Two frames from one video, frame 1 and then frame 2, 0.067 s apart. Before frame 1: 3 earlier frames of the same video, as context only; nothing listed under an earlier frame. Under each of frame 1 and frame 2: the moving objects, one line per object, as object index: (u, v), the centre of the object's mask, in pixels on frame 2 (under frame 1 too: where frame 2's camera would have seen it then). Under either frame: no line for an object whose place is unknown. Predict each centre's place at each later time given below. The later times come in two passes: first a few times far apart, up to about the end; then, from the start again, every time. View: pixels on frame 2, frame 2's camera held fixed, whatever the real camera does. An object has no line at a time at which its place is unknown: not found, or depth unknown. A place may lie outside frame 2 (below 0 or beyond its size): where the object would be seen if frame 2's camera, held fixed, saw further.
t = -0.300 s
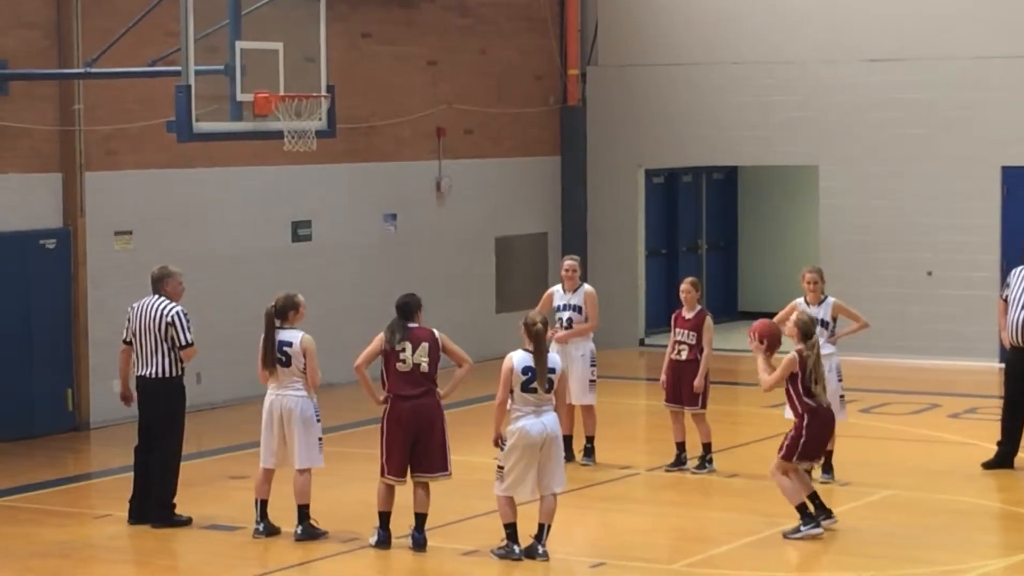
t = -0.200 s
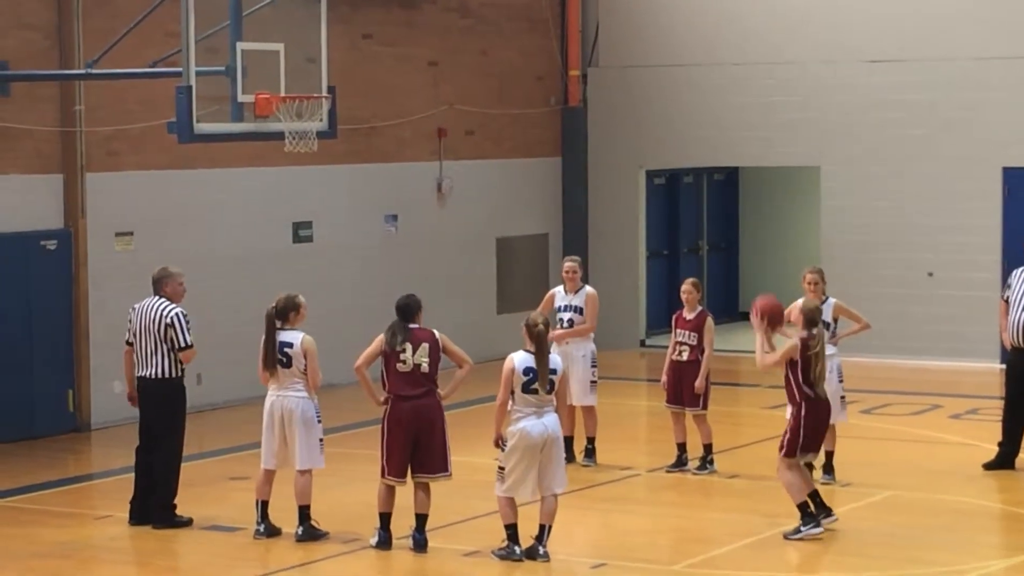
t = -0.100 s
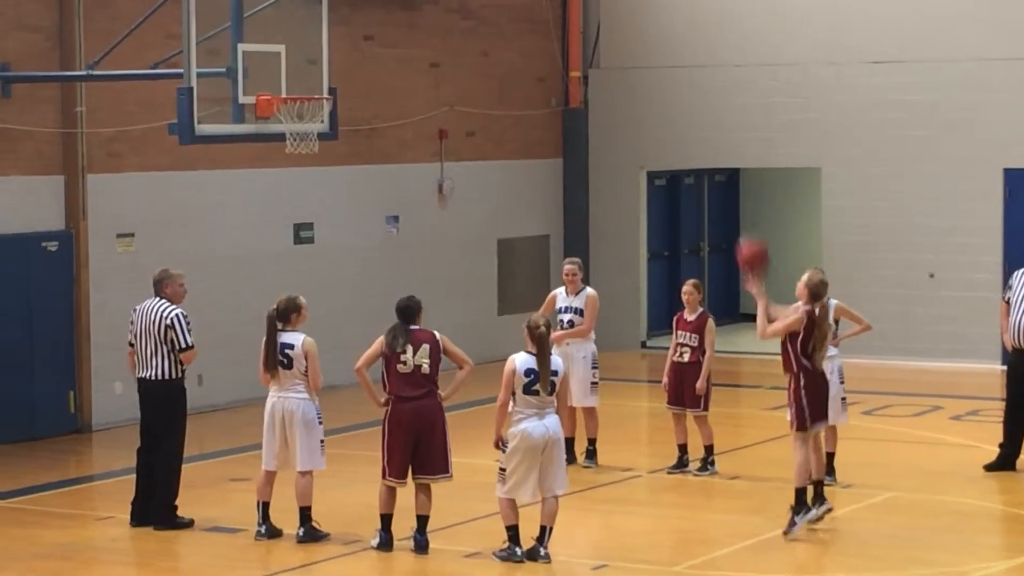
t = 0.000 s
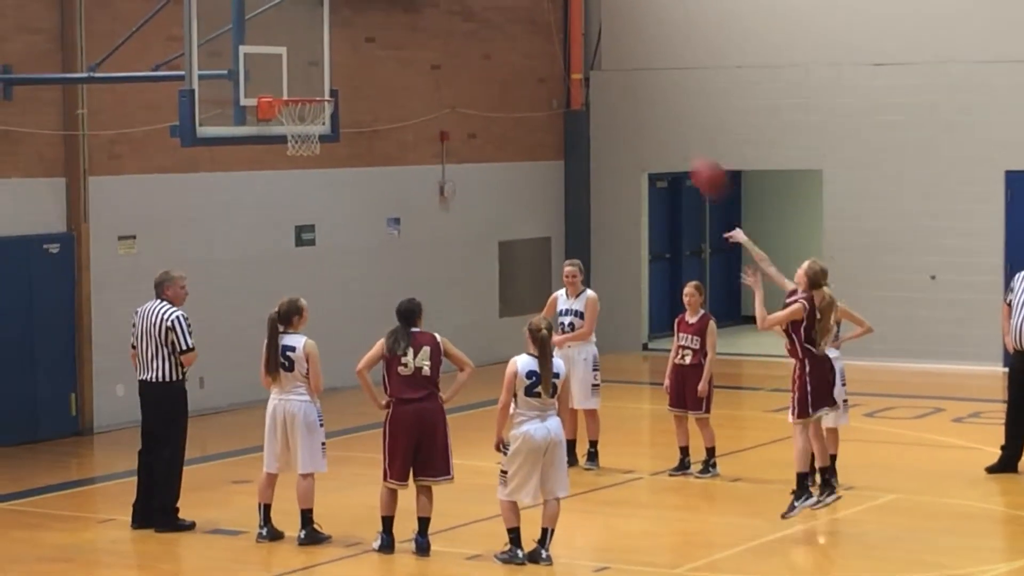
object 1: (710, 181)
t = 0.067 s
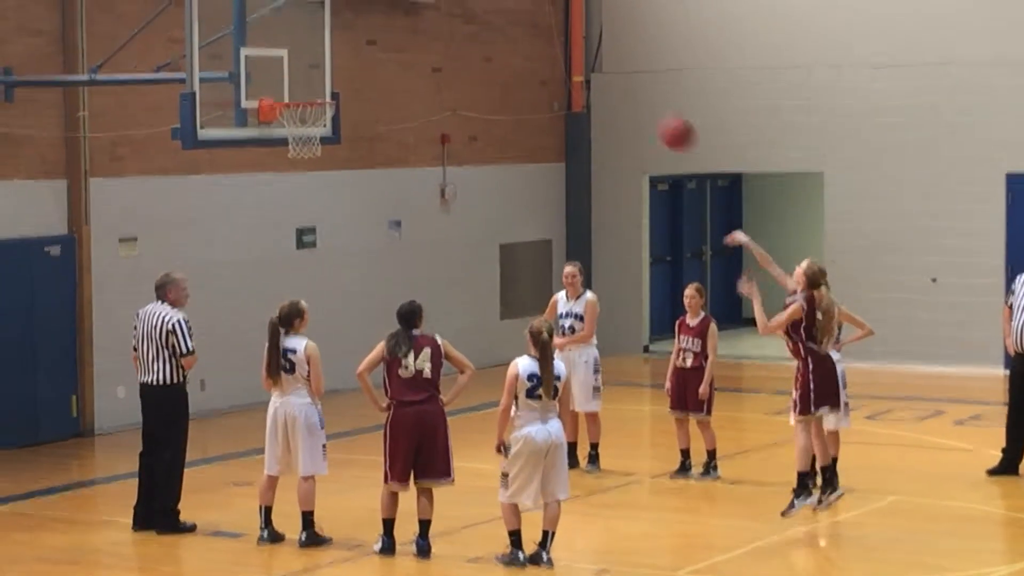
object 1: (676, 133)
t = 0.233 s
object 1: (598, 47)
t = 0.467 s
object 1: (495, -3)
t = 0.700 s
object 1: (399, 17)
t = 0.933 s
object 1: (320, 86)
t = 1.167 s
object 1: (294, 77)
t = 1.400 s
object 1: (296, 83)
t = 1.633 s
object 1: (286, 88)
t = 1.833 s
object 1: (279, 144)
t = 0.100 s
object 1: (661, 113)
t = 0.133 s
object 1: (645, 93)
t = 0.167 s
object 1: (629, 77)
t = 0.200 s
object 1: (613, 61)
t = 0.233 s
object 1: (598, 47)
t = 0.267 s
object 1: (582, 35)
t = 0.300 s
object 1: (567, 25)
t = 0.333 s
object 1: (552, 16)
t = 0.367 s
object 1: (537, 9)
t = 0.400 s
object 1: (522, 3)
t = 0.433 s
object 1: (507, 0)
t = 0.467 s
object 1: (495, -3)
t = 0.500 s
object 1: (480, -4)
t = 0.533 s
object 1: (467, -4)
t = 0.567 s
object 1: (453, -3)
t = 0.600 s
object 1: (440, 0)
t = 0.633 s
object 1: (425, 6)
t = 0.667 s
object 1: (411, 11)
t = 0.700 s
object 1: (399, 17)
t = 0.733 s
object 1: (388, 28)
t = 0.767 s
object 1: (375, 37)
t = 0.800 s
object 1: (363, 48)
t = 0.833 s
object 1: (351, 61)
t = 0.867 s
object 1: (339, 74)
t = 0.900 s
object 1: (327, 88)
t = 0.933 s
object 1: (320, 86)
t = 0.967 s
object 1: (314, 85)
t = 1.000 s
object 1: (308, 86)
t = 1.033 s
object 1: (302, 88)
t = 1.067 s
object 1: (296, 90)
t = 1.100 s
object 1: (294, 88)
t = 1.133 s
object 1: (294, 83)
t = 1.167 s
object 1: (294, 77)
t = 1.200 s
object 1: (295, 74)
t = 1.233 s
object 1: (294, 72)
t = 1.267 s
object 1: (294, 71)
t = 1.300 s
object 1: (294, 72)
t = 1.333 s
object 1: (295, 74)
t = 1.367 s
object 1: (295, 78)
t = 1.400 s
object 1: (296, 83)
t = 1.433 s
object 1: (295, 85)
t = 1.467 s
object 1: (294, 82)
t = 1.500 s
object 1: (292, 81)
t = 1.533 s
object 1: (291, 81)
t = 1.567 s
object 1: (290, 82)
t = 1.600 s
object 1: (288, 84)
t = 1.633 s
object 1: (286, 88)
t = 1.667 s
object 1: (285, 94)
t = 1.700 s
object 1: (284, 101)
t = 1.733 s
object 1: (283, 110)
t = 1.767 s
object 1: (282, 119)
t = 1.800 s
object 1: (281, 131)
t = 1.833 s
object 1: (279, 144)
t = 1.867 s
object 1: (278, 157)
